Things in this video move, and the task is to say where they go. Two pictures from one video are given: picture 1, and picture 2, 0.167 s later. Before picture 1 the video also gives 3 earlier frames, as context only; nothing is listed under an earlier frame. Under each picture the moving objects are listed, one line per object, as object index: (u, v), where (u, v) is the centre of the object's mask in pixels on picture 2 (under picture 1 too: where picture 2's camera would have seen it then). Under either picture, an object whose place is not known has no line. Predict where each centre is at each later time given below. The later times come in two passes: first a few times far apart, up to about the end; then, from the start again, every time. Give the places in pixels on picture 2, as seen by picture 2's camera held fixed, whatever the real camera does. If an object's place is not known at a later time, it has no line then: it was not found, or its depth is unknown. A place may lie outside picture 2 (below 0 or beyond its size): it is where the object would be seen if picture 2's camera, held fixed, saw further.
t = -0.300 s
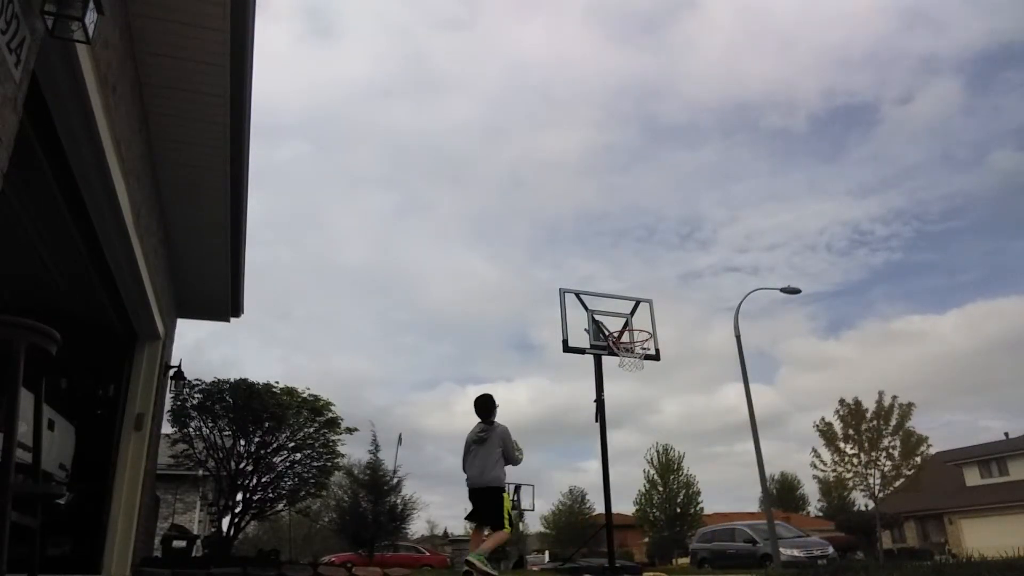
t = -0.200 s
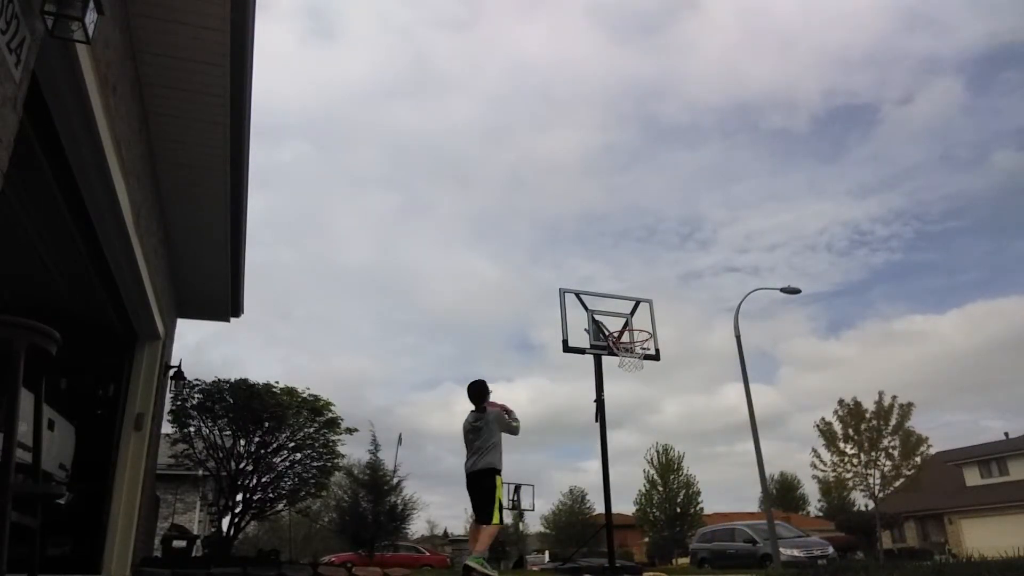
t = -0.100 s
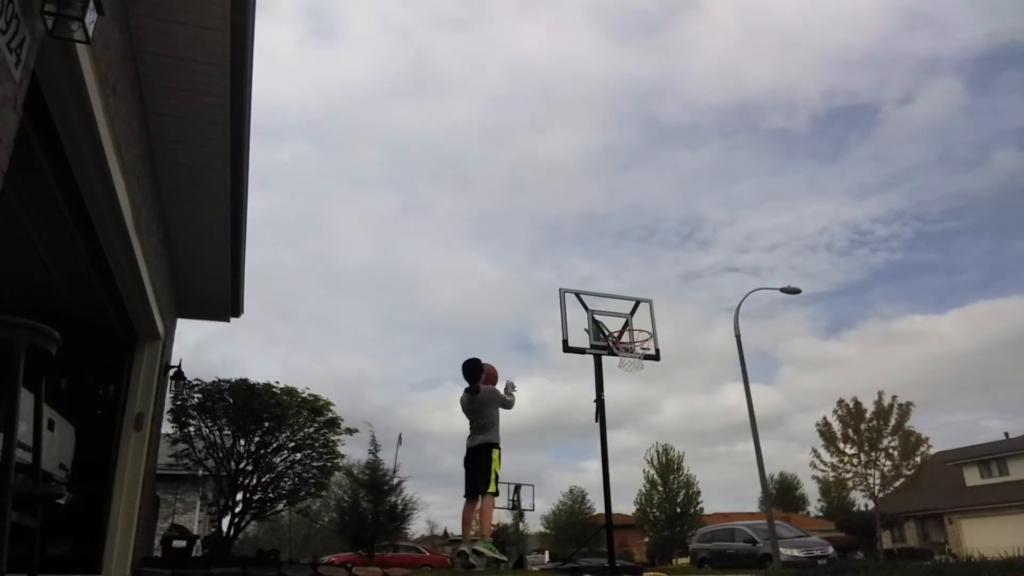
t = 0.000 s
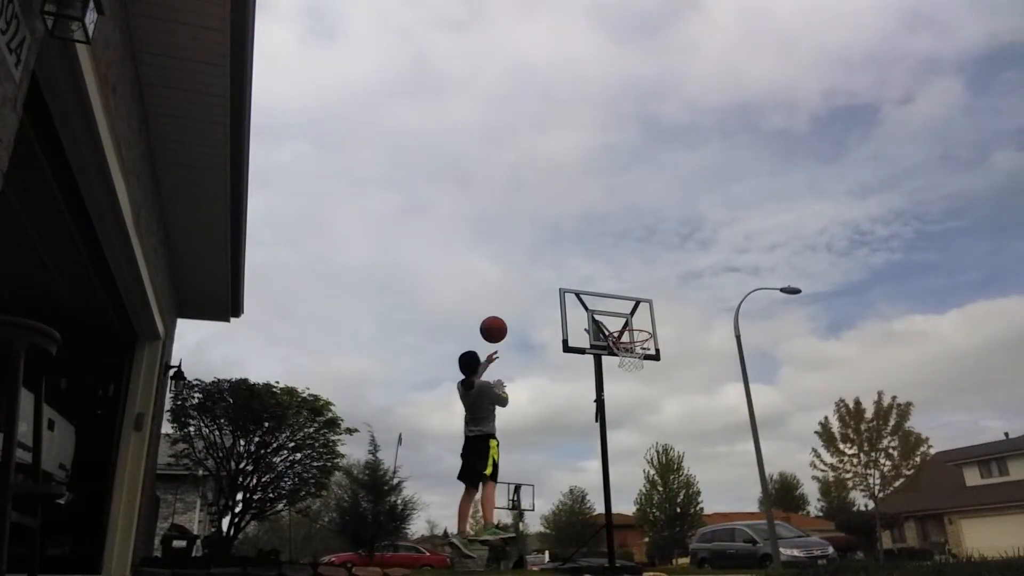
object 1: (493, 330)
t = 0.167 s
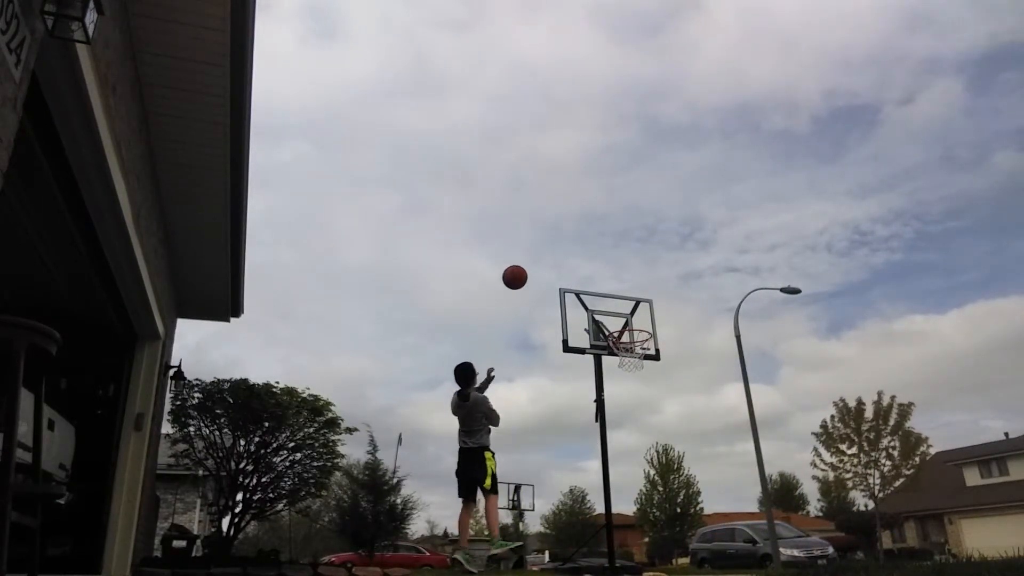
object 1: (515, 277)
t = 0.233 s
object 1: (523, 266)
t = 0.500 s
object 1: (552, 261)
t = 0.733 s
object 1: (578, 298)
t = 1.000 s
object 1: (581, 332)
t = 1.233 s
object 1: (562, 353)
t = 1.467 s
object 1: (545, 426)
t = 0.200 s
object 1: (519, 271)
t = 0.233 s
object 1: (523, 266)
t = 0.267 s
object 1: (526, 261)
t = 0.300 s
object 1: (530, 258)
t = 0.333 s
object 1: (534, 257)
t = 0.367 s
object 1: (537, 256)
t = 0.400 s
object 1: (541, 256)
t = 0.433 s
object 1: (545, 257)
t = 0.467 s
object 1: (548, 259)
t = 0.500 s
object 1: (552, 261)
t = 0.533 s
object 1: (555, 265)
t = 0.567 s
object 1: (559, 269)
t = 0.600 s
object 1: (563, 275)
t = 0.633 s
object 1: (567, 281)
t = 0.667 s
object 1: (570, 288)
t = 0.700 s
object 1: (573, 294)
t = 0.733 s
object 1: (578, 298)
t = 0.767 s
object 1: (582, 303)
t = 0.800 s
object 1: (586, 309)
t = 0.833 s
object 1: (591, 316)
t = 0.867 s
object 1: (595, 324)
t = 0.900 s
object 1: (599, 332)
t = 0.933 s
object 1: (595, 332)
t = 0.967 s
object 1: (587, 332)
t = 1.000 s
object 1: (581, 332)
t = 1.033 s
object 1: (578, 333)
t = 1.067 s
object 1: (576, 334)
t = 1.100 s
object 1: (573, 336)
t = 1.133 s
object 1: (570, 338)
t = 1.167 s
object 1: (567, 342)
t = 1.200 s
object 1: (565, 347)
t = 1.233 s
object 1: (562, 353)
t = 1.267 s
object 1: (560, 360)
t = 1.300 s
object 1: (557, 368)
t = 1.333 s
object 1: (555, 377)
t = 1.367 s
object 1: (552, 387)
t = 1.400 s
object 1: (550, 399)
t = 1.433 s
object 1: (548, 412)
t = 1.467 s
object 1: (545, 426)
